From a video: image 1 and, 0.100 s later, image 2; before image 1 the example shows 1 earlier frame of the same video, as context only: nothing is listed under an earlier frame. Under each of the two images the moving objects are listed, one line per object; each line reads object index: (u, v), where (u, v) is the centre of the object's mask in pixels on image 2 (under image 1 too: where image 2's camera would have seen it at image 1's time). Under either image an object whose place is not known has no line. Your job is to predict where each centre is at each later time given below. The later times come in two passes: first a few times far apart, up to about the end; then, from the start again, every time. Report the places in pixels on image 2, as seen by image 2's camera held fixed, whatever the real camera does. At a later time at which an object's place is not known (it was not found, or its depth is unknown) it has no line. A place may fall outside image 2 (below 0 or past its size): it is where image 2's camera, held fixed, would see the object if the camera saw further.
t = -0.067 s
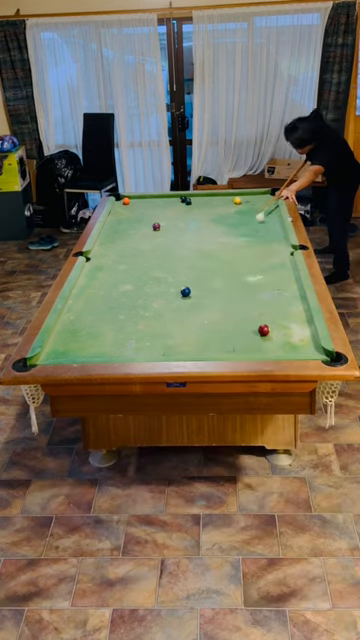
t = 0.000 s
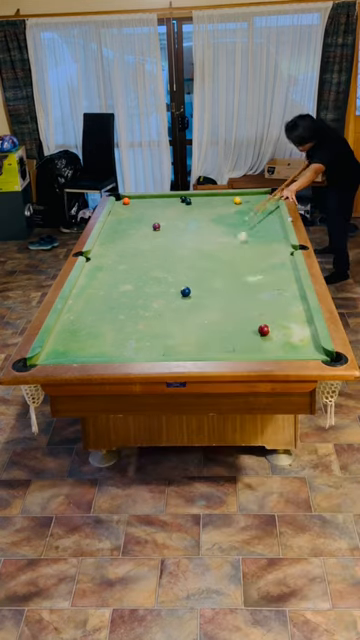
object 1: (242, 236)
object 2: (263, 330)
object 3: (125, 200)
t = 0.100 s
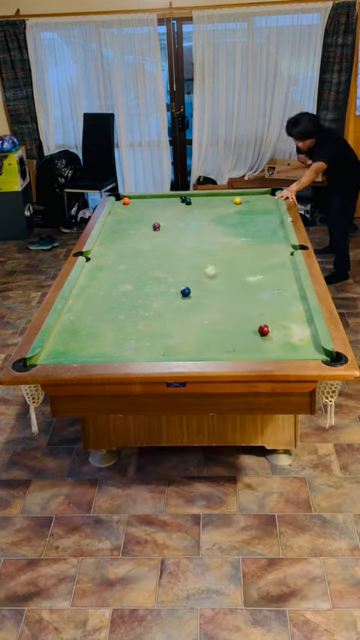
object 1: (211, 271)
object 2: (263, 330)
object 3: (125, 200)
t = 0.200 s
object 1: (211, 299)
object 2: (263, 330)
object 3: (125, 200)
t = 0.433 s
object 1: (271, 349)
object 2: (264, 330)
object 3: (125, 200)
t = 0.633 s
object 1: (290, 327)
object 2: (245, 314)
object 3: (125, 200)
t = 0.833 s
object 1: (299, 317)
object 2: (224, 297)
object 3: (125, 200)
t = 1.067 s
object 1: (278, 309)
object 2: (204, 279)
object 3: (125, 200)
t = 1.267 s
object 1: (247, 295)
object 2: (189, 267)
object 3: (125, 200)
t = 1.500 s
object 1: (214, 280)
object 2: (173, 253)
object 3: (125, 200)
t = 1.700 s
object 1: (189, 269)
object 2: (162, 243)
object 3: (125, 200)
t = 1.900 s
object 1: (166, 259)
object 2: (151, 235)
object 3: (125, 200)
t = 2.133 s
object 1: (143, 249)
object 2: (140, 225)
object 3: (125, 200)
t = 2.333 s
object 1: (126, 241)
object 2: (132, 218)
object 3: (125, 200)
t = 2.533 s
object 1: (110, 234)
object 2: (124, 212)
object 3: (125, 200)
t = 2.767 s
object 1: (112, 227)
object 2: (116, 205)
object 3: (125, 200)
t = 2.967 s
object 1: (124, 222)
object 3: (128, 199)
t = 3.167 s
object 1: (134, 218)
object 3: (135, 198)
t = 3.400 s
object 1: (145, 213)
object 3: (141, 197)
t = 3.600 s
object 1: (154, 210)
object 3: (144, 197)
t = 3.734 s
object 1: (159, 207)
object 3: (146, 197)
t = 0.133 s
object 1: (199, 283)
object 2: (263, 330)
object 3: (125, 200)
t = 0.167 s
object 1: (200, 292)
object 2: (263, 330)
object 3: (125, 200)
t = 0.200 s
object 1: (211, 299)
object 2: (263, 330)
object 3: (125, 200)
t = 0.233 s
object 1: (220, 306)
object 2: (263, 330)
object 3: (125, 200)
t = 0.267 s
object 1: (230, 314)
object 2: (263, 330)
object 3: (125, 200)
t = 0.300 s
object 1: (239, 322)
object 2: (263, 330)
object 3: (125, 200)
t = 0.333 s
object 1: (248, 330)
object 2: (263, 330)
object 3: (125, 200)
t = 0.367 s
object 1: (257, 339)
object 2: (264, 330)
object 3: (125, 200)
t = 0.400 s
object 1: (267, 348)
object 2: (264, 330)
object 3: (125, 200)
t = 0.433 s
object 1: (271, 349)
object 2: (264, 330)
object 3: (125, 200)
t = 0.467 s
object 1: (271, 342)
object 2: (263, 330)
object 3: (125, 200)
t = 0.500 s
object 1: (271, 334)
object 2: (262, 329)
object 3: (125, 200)
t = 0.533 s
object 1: (276, 333)
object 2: (258, 325)
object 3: (125, 200)
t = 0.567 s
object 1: (281, 331)
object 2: (254, 321)
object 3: (125, 200)
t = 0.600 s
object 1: (286, 329)
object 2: (249, 318)
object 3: (125, 200)
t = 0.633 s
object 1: (290, 327)
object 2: (245, 314)
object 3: (125, 200)
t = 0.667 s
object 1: (295, 326)
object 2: (242, 311)
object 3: (125, 200)
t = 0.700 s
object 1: (299, 324)
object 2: (238, 308)
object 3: (125, 200)
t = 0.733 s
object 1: (304, 322)
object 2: (234, 305)
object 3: (125, 200)
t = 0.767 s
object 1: (307, 320)
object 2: (231, 302)
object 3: (125, 200)
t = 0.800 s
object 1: (302, 319)
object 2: (228, 300)
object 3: (125, 200)
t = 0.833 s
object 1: (299, 317)
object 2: (224, 297)
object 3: (125, 200)
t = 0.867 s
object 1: (297, 316)
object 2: (221, 294)
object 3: (125, 200)
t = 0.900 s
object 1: (294, 315)
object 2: (218, 292)
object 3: (125, 200)
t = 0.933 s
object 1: (290, 313)
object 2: (216, 289)
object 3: (125, 200)
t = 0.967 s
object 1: (287, 312)
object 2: (212, 286)
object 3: (125, 200)
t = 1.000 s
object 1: (284, 311)
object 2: (209, 284)
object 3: (125, 200)
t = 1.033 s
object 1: (281, 310)
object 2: (207, 282)
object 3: (125, 200)
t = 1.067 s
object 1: (278, 309)
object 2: (204, 279)
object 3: (125, 200)
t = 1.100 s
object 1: (275, 307)
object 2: (201, 277)
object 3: (125, 200)
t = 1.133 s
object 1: (269, 304)
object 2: (199, 275)
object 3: (125, 200)
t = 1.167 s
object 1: (263, 301)
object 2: (196, 273)
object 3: (125, 200)
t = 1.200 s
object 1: (257, 299)
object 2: (194, 271)
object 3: (125, 200)
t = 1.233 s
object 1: (252, 297)
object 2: (191, 268)
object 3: (125, 200)
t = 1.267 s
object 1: (247, 295)
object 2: (189, 267)
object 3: (125, 200)
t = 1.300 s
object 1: (242, 293)
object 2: (186, 264)
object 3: (125, 200)
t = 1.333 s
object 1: (237, 290)
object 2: (184, 262)
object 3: (125, 200)
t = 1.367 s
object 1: (232, 288)
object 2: (182, 261)
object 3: (125, 200)
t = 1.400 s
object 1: (228, 286)
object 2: (180, 259)
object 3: (125, 200)
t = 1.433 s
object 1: (223, 284)
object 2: (177, 257)
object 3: (125, 200)
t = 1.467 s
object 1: (218, 282)
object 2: (175, 255)
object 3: (125, 200)
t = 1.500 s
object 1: (214, 280)
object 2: (173, 253)
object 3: (125, 200)
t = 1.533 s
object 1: (209, 278)
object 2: (171, 252)
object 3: (125, 200)
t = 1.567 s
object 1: (205, 276)
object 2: (169, 250)
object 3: (125, 200)
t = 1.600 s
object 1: (201, 274)
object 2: (167, 248)
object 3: (125, 200)
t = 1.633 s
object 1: (197, 272)
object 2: (165, 247)
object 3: (125, 200)
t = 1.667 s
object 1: (193, 271)
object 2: (164, 245)
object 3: (125, 200)
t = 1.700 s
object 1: (189, 269)
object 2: (162, 243)
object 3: (125, 200)
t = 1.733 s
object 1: (185, 267)
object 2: (160, 242)
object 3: (125, 200)
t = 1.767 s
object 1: (181, 266)
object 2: (158, 240)
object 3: (125, 200)
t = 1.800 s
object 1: (177, 264)
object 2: (156, 239)
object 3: (125, 200)
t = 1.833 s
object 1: (174, 262)
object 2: (155, 237)
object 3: (125, 200)
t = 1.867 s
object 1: (170, 261)
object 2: (153, 236)
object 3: (125, 200)
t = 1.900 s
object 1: (166, 259)
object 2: (151, 235)
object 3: (125, 200)
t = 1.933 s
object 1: (163, 258)
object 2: (149, 233)
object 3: (125, 200)
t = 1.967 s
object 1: (160, 256)
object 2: (148, 231)
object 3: (125, 200)
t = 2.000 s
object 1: (156, 255)
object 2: (146, 230)
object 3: (125, 200)
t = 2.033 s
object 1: (153, 253)
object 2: (145, 229)
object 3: (125, 200)
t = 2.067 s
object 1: (150, 252)
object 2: (143, 228)
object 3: (125, 200)
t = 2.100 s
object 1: (146, 250)
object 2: (142, 227)
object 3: (125, 200)
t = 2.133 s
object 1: (143, 249)
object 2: (140, 225)
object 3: (125, 200)
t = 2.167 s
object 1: (140, 248)
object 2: (139, 224)
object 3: (125, 200)
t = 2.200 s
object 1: (137, 246)
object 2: (138, 222)
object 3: (125, 200)
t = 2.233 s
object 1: (135, 245)
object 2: (136, 221)
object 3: (125, 200)
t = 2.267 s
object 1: (132, 244)
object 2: (135, 221)
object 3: (125, 200)
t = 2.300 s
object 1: (129, 243)
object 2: (133, 219)
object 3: (125, 200)
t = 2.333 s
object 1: (126, 241)
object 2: (132, 218)
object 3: (125, 200)
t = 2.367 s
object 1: (123, 240)
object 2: (131, 217)
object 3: (125, 200)
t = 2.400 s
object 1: (120, 239)
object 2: (129, 216)
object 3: (125, 200)
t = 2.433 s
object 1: (118, 238)
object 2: (128, 215)
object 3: (125, 200)
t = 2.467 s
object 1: (115, 237)
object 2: (127, 214)
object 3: (125, 200)
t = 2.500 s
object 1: (113, 235)
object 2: (126, 213)
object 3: (125, 200)
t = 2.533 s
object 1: (110, 234)
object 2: (124, 212)
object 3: (125, 200)
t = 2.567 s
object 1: (108, 233)
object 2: (123, 211)
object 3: (125, 200)
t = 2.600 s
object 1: (106, 232)
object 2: (122, 210)
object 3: (125, 200)
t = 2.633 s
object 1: (103, 231)
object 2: (121, 209)
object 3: (125, 200)
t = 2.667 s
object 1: (106, 230)
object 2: (120, 208)
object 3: (125, 200)
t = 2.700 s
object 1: (108, 229)
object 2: (119, 207)
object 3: (125, 200)
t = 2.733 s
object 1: (110, 228)
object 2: (117, 206)
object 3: (125, 200)
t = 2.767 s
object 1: (112, 227)
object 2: (116, 205)
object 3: (125, 200)
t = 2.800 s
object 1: (114, 226)
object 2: (116, 205)
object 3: (125, 200)
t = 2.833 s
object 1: (116, 226)
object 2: (117, 203)
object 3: (125, 200)
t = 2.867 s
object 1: (118, 225)
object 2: (118, 203)
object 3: (125, 200)
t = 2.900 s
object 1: (119, 224)
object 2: (119, 203)
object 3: (125, 200)
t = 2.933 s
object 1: (122, 223)
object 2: (119, 202)
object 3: (126, 199)
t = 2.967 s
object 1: (124, 222)
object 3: (128, 199)
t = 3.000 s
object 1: (125, 222)
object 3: (130, 199)
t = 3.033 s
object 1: (127, 221)
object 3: (131, 199)
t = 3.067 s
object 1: (129, 220)
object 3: (132, 199)
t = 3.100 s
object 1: (131, 219)
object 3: (133, 198)
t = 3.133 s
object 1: (132, 219)
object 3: (134, 198)
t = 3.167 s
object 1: (134, 218)
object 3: (135, 198)
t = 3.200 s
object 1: (136, 217)
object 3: (136, 198)
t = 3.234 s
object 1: (137, 217)
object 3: (137, 197)
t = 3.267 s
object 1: (139, 216)
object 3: (138, 197)
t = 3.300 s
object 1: (140, 215)
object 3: (139, 197)
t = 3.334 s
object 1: (142, 215)
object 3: (140, 197)
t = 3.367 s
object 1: (144, 214)
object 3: (141, 197)
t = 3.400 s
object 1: (145, 213)
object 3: (141, 197)
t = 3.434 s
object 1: (147, 213)
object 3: (142, 197)
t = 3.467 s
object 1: (148, 212)
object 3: (142, 197)
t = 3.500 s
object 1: (150, 212)
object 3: (143, 197)
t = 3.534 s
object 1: (151, 211)
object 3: (143, 197)
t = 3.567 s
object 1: (153, 210)
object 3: (144, 197)
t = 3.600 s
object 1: (154, 210)
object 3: (144, 197)
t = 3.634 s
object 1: (155, 209)
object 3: (145, 197)
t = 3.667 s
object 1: (156, 209)
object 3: (145, 197)
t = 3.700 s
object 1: (158, 208)
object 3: (145, 197)
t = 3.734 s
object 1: (159, 207)
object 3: (146, 197)
